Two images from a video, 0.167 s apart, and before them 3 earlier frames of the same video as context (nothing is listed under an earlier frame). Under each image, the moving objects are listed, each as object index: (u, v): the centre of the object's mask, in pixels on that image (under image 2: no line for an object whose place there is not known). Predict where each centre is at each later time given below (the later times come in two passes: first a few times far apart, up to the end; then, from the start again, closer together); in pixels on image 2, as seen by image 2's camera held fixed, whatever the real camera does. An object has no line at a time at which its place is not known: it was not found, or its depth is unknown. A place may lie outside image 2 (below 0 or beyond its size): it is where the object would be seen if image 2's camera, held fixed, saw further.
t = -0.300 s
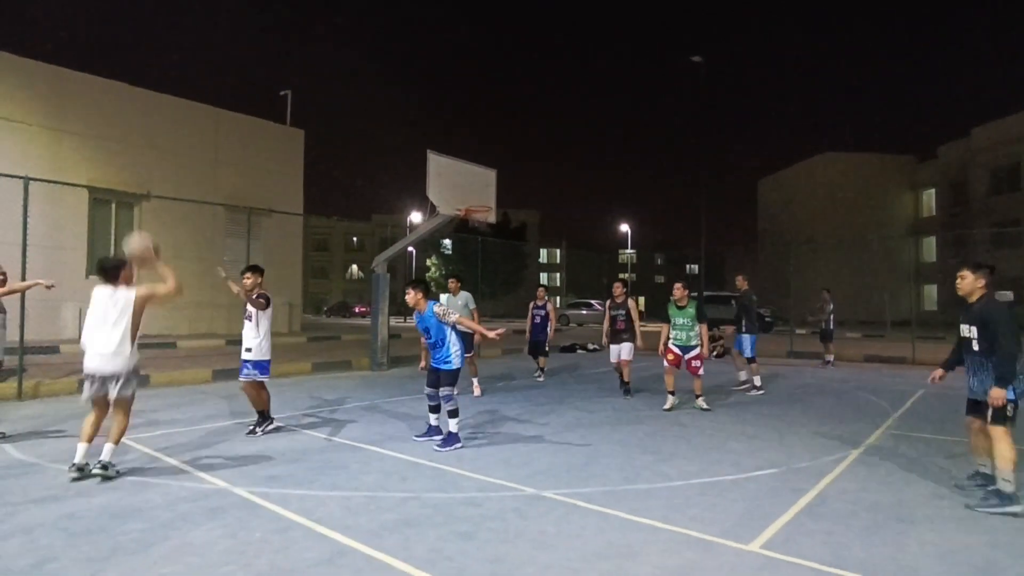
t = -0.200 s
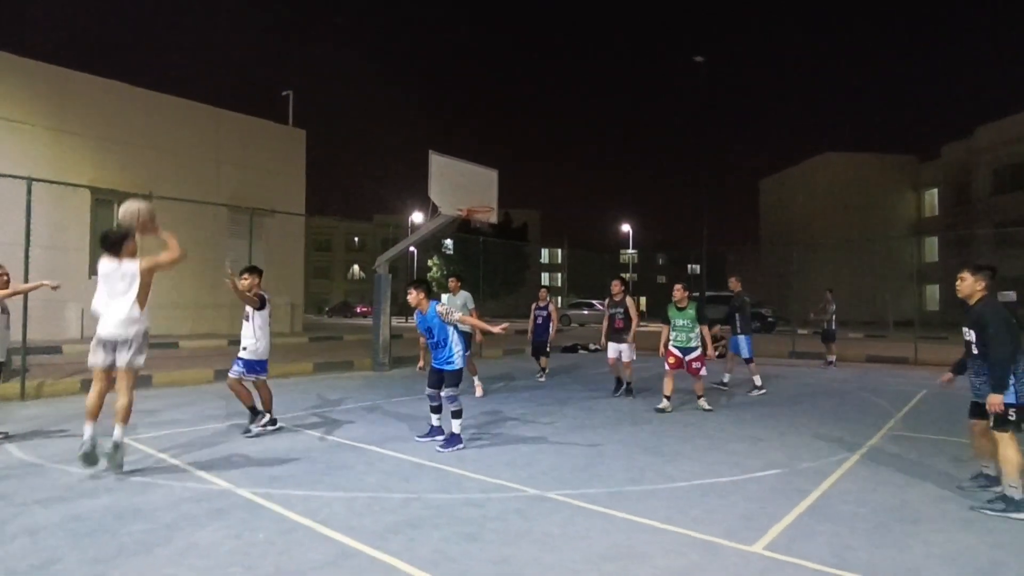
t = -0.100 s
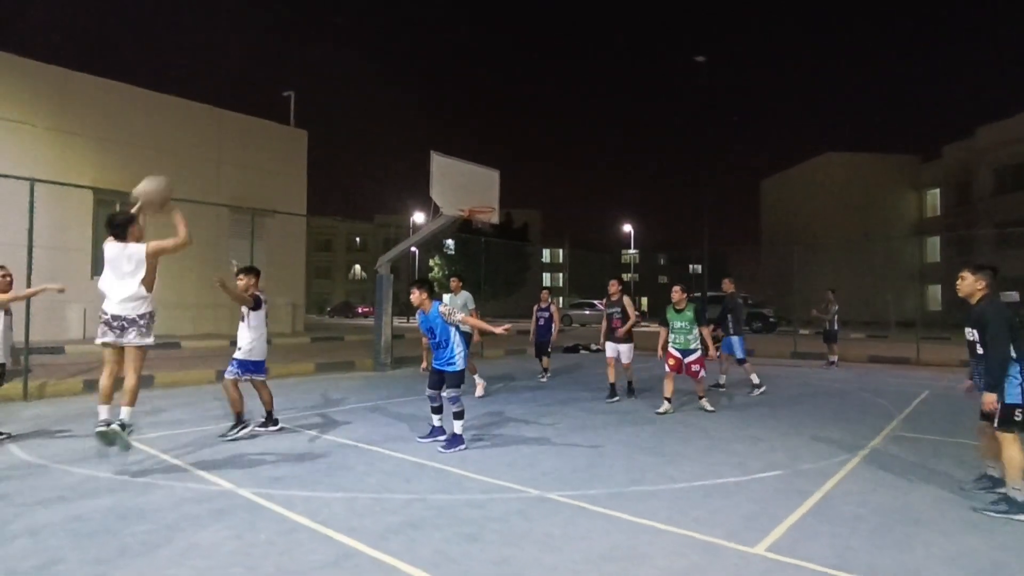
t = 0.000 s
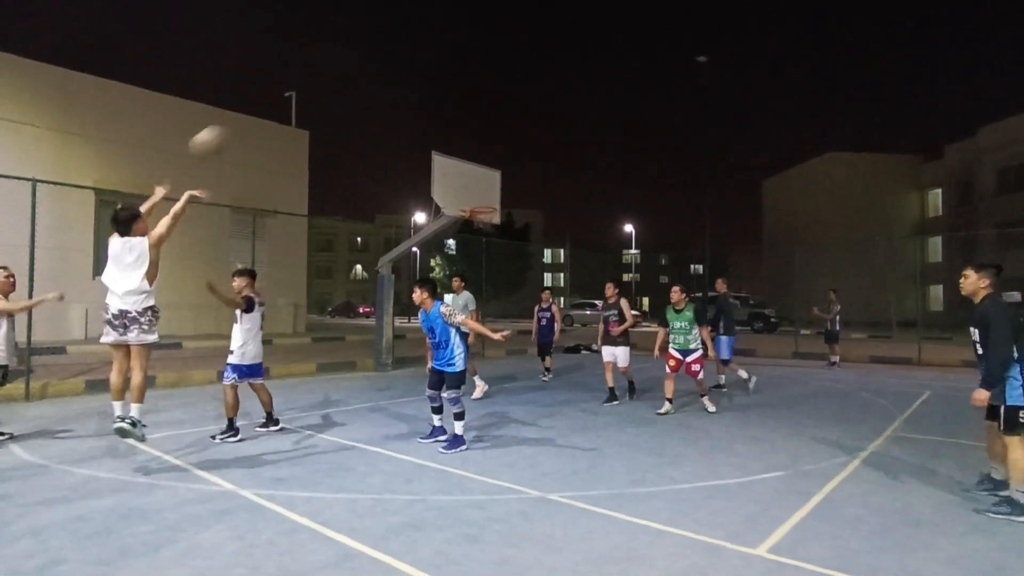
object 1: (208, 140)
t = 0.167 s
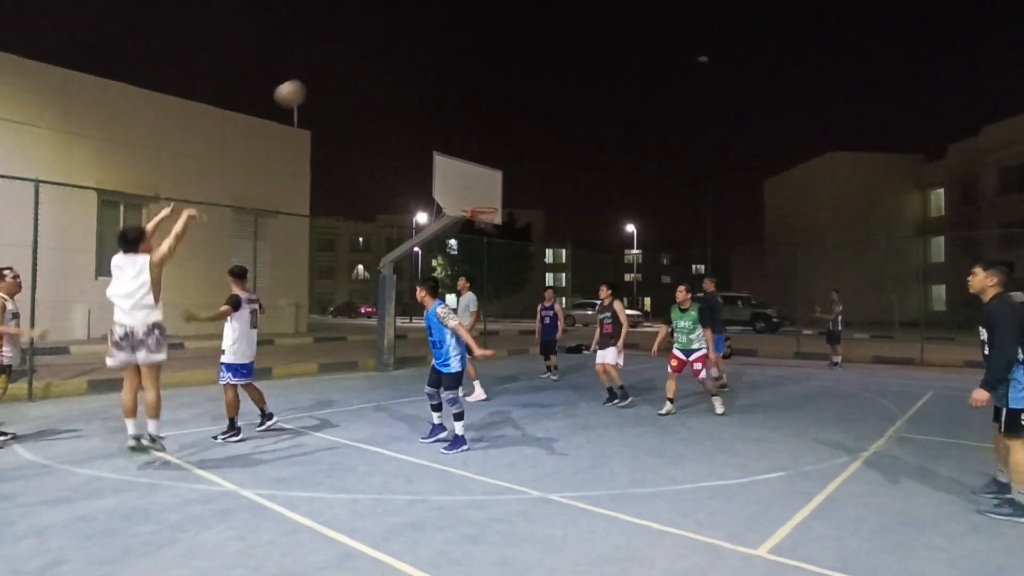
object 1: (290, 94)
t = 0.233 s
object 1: (315, 85)
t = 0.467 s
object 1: (383, 86)
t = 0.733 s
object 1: (436, 129)
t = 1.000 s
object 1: (475, 200)
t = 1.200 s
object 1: (497, 230)
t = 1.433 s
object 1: (521, 273)
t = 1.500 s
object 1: (527, 289)
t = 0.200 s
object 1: (303, 89)
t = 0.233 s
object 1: (315, 85)
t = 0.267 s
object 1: (326, 82)
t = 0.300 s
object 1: (337, 81)
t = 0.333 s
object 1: (347, 80)
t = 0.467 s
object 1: (383, 86)
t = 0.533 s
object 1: (398, 93)
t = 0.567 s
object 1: (405, 98)
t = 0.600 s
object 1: (412, 103)
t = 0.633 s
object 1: (418, 109)
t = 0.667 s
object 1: (424, 115)
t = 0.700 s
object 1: (431, 122)
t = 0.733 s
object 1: (436, 129)
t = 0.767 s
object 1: (442, 137)
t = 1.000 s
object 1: (475, 200)
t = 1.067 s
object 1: (483, 219)
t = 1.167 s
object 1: (493, 226)
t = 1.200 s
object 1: (497, 230)
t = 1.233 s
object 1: (500, 234)
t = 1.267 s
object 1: (504, 239)
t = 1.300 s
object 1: (507, 244)
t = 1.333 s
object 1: (511, 251)
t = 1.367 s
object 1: (514, 258)
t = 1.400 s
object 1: (518, 265)
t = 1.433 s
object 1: (521, 273)
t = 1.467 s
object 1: (525, 281)
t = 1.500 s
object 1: (527, 289)
